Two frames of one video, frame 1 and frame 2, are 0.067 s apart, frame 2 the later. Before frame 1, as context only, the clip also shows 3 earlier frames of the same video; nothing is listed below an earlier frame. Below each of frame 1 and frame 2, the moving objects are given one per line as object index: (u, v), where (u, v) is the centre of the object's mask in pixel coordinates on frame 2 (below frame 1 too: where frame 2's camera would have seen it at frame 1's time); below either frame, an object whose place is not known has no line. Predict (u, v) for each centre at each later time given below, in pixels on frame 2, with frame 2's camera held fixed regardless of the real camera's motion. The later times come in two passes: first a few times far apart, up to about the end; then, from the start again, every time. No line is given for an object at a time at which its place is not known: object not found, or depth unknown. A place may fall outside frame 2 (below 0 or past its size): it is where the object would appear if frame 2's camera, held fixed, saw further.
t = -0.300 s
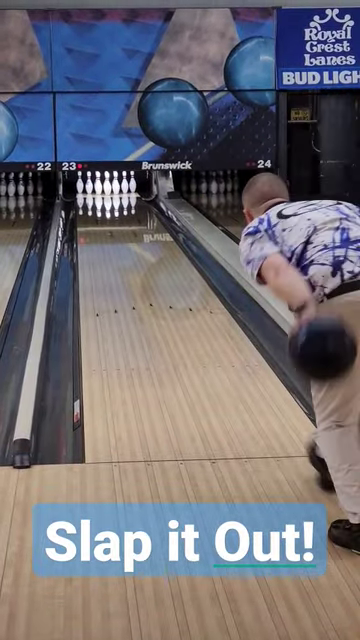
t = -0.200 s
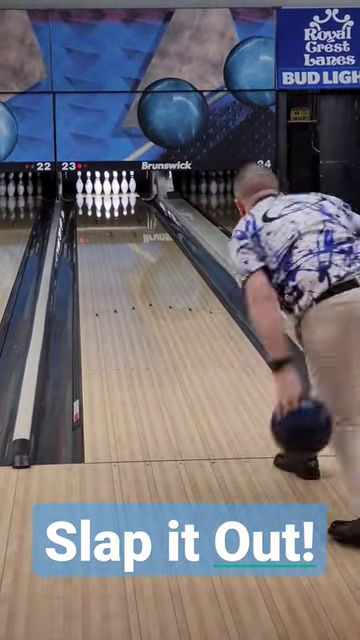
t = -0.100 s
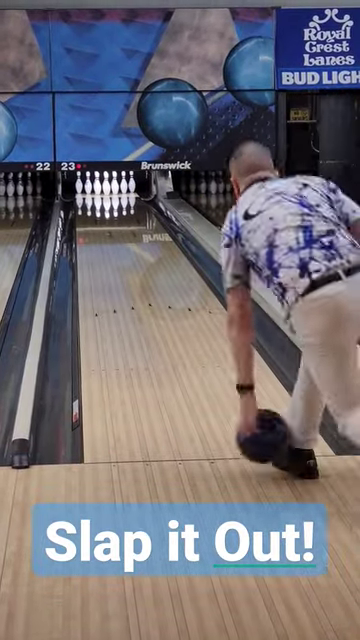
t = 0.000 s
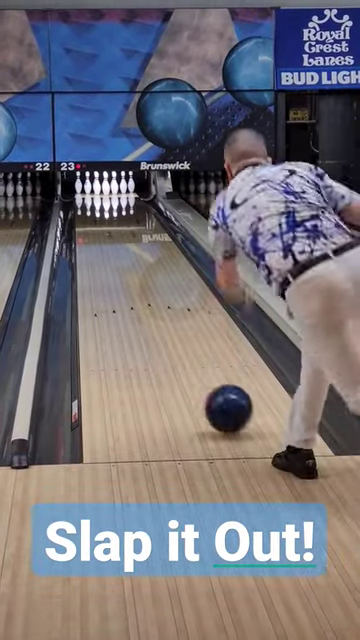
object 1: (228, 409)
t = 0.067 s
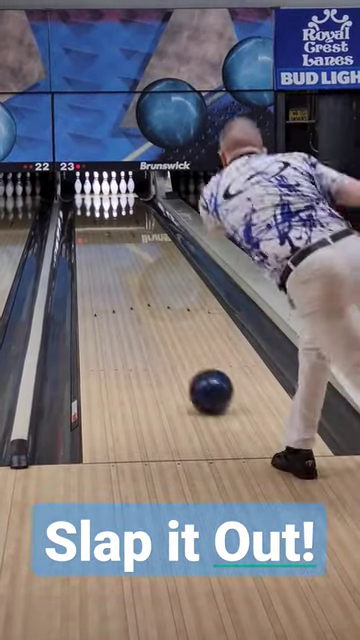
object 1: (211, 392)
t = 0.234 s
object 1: (176, 349)
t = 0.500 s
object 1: (140, 302)
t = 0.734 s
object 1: (119, 274)
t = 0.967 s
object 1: (104, 254)
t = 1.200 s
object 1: (92, 238)
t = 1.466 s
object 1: (84, 224)
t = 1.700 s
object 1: (82, 214)
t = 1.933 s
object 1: (82, 205)
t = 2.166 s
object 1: (88, 200)
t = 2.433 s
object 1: (96, 193)
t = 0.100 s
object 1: (203, 382)
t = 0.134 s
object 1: (195, 373)
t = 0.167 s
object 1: (189, 364)
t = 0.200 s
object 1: (182, 356)
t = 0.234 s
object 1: (176, 349)
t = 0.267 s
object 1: (171, 342)
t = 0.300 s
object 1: (166, 335)
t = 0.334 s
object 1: (161, 329)
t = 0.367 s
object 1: (156, 323)
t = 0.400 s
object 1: (152, 317)
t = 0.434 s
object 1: (147, 312)
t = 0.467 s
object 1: (144, 307)
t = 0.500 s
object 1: (140, 302)
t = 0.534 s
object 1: (137, 297)
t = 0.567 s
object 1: (133, 293)
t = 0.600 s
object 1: (130, 289)
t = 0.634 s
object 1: (127, 285)
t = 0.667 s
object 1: (124, 281)
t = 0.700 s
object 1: (122, 278)
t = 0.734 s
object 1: (119, 274)
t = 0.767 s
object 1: (116, 271)
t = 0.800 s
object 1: (114, 268)
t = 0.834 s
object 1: (112, 265)
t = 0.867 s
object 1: (109, 262)
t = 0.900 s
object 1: (107, 259)
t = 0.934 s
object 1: (106, 256)
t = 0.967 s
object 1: (104, 254)
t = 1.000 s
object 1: (102, 251)
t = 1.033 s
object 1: (100, 249)
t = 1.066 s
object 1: (99, 247)
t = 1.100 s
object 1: (97, 244)
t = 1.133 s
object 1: (95, 242)
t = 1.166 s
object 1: (94, 240)
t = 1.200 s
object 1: (92, 238)
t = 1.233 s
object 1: (92, 236)
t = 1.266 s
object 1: (90, 234)
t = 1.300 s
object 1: (89, 232)
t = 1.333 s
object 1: (88, 231)
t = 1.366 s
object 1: (87, 229)
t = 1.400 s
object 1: (86, 228)
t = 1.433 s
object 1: (85, 226)
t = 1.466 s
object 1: (84, 224)
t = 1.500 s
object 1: (84, 222)
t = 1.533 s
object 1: (83, 221)
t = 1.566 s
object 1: (83, 220)
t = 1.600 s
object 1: (83, 218)
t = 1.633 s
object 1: (83, 217)
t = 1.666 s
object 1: (83, 217)
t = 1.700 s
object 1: (82, 214)
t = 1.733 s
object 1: (81, 213)
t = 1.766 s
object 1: (81, 212)
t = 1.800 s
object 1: (81, 211)
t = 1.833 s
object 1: (81, 210)
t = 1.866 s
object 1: (81, 208)
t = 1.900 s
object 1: (82, 207)
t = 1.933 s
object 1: (82, 205)
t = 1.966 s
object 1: (83, 205)
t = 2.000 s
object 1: (83, 204)
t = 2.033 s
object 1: (84, 203)
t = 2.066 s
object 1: (85, 201)
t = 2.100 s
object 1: (86, 201)
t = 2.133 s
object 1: (87, 200)
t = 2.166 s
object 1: (88, 200)
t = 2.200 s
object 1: (89, 199)
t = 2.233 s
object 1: (89, 198)
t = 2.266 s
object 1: (90, 198)
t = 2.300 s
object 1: (92, 196)
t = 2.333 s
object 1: (92, 196)
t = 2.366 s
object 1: (94, 195)
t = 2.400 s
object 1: (94, 194)
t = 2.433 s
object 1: (96, 193)
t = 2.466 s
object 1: (96, 193)
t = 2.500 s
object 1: (97, 193)
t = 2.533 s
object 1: (97, 191)
